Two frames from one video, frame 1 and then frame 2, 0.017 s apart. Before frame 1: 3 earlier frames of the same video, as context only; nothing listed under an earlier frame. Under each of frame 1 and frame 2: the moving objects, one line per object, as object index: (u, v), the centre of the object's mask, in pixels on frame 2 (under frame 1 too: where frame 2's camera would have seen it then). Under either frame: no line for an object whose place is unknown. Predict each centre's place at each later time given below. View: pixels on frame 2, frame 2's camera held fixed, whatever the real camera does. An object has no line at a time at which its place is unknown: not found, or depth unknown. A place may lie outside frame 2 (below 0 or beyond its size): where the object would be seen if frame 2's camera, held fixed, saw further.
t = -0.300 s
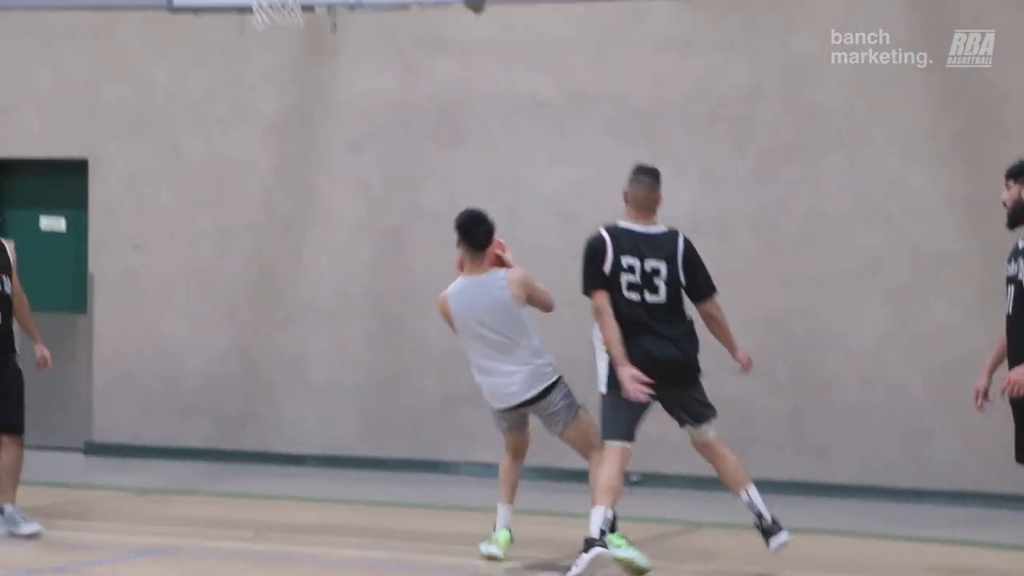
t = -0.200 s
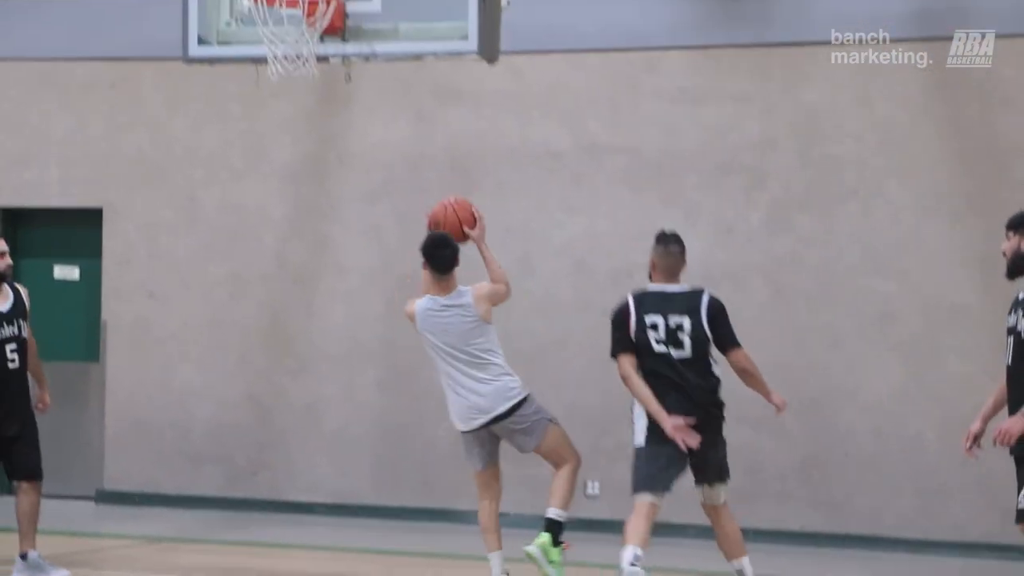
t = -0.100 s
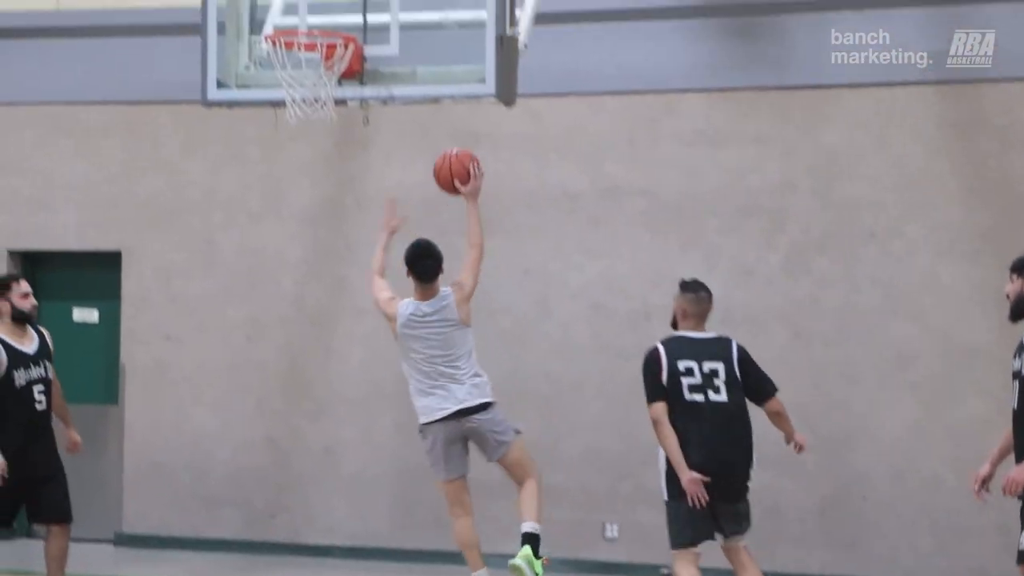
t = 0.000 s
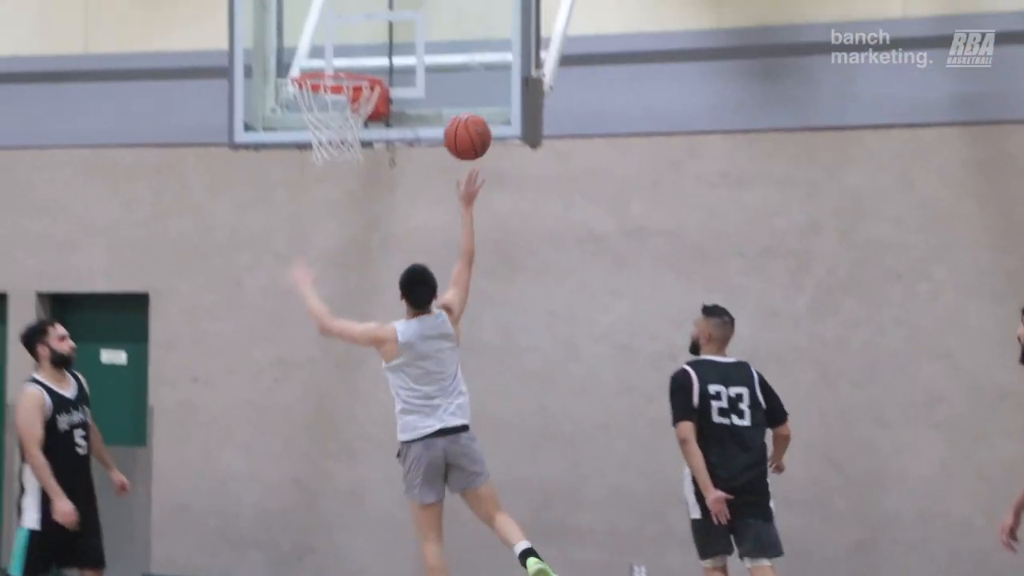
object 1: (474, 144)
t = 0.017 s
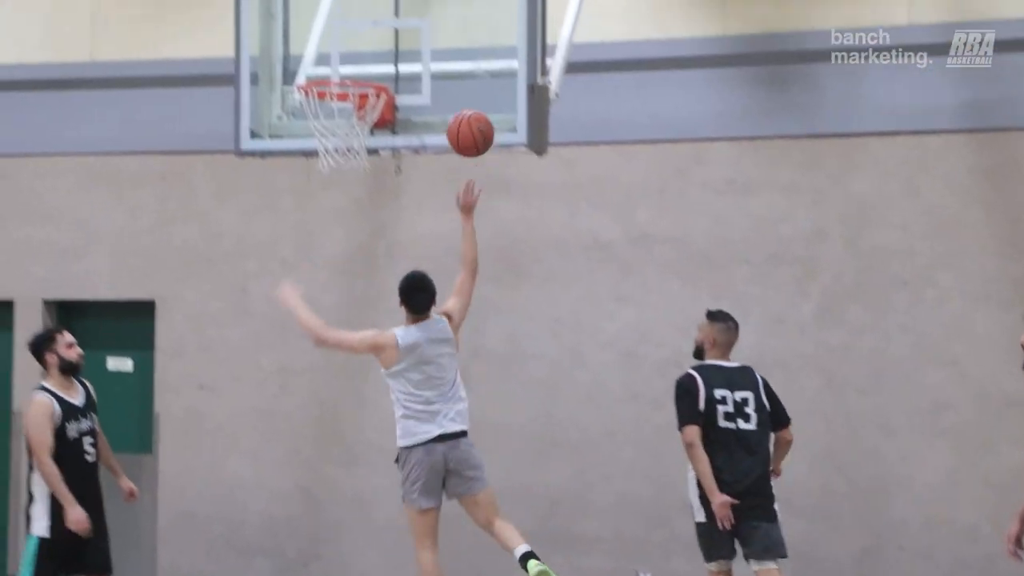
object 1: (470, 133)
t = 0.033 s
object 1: (467, 123)
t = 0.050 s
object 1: (464, 113)
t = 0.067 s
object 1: (461, 105)
